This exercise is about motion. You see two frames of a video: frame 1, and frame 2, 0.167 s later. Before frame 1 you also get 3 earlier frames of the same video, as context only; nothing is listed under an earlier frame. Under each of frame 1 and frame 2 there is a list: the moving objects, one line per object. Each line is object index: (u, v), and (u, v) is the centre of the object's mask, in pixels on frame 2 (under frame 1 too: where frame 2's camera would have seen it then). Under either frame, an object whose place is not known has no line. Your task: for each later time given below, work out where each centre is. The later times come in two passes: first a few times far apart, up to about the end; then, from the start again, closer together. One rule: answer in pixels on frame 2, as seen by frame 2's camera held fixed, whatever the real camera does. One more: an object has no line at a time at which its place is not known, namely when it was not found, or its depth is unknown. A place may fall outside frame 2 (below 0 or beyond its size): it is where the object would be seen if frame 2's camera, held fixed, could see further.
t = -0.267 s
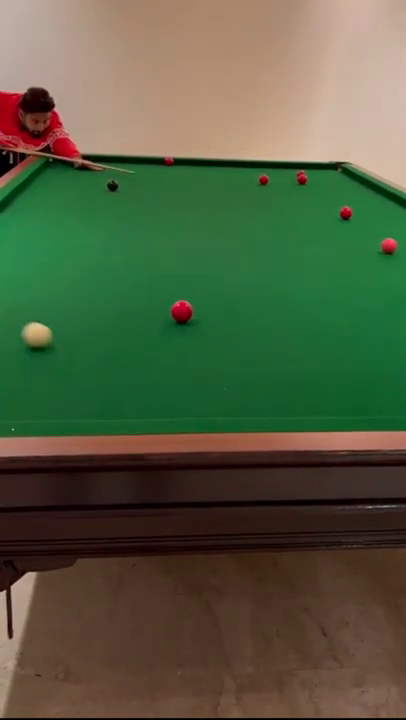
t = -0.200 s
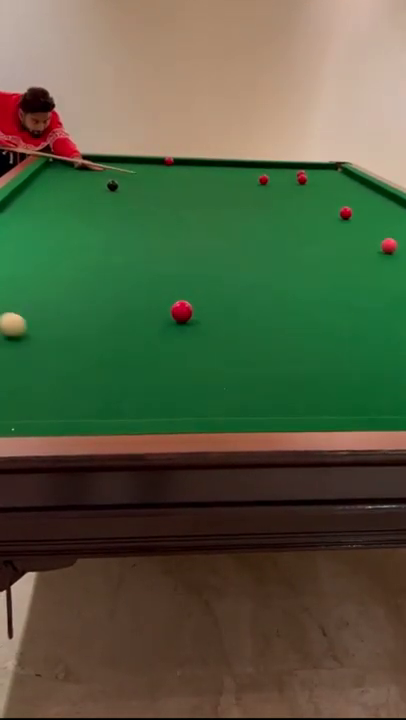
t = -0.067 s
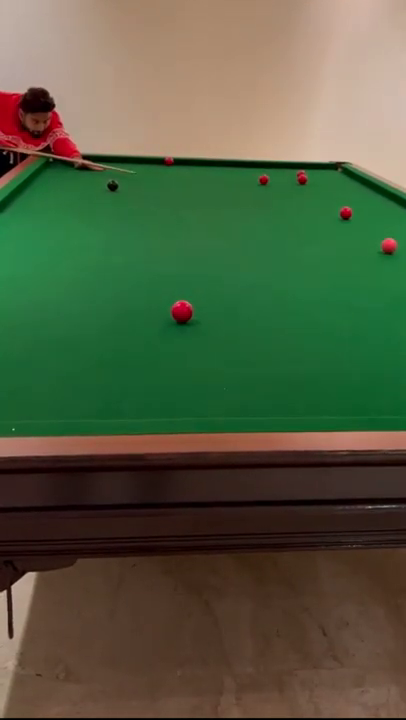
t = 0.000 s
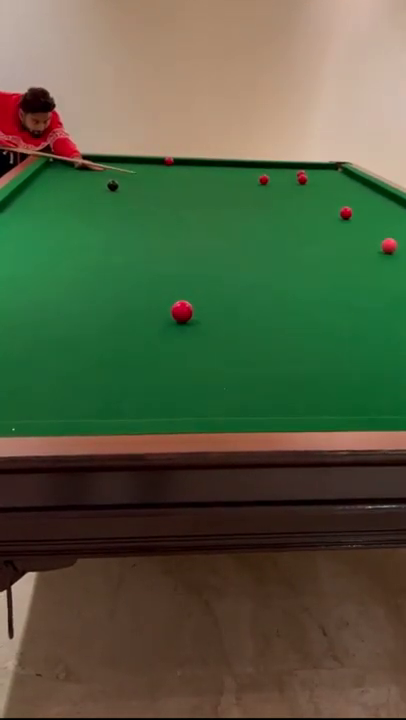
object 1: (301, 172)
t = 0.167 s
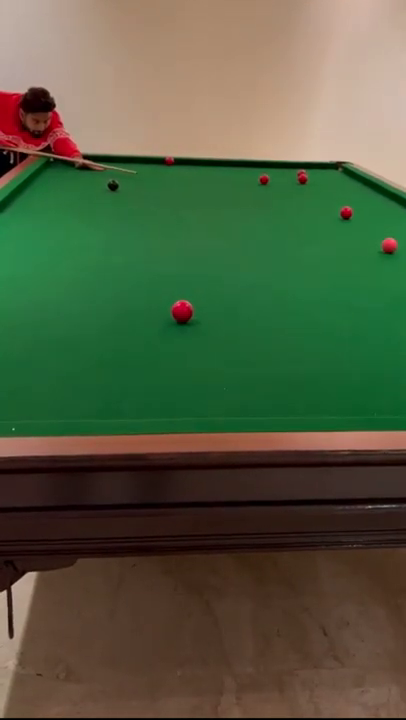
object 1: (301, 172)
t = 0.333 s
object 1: (301, 173)
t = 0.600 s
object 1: (301, 172)
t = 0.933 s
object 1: (301, 172)
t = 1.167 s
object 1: (301, 172)
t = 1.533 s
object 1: (301, 172)
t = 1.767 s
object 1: (301, 172)
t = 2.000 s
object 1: (301, 172)
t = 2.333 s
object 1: (301, 173)
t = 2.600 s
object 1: (301, 172)
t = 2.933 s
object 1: (301, 173)
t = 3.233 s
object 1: (305, 172)
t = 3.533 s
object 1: (314, 172)
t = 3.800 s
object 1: (320, 170)
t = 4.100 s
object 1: (327, 168)
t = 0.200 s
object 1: (301, 172)
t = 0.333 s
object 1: (301, 173)
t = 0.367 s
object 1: (301, 173)
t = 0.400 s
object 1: (301, 172)
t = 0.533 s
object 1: (301, 172)
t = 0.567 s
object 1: (301, 172)
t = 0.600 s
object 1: (301, 172)
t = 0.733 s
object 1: (301, 172)
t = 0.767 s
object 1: (301, 172)
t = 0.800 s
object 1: (301, 172)
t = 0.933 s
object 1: (301, 172)
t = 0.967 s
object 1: (301, 172)
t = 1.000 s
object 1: (301, 172)
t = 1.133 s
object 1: (301, 172)
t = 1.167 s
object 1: (301, 172)
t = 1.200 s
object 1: (301, 172)
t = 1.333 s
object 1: (301, 172)
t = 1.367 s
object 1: (301, 172)
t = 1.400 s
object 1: (300, 172)
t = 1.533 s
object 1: (301, 172)
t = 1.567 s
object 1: (301, 172)
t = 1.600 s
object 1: (300, 172)
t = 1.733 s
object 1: (301, 172)
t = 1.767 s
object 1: (301, 172)
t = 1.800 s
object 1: (301, 172)
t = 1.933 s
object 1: (301, 172)
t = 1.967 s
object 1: (301, 172)
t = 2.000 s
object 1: (301, 172)
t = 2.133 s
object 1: (301, 172)
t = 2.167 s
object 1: (301, 172)
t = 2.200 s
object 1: (301, 172)
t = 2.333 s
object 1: (301, 173)
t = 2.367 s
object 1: (301, 173)
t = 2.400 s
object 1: (301, 173)
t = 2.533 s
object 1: (300, 173)
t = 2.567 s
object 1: (300, 172)
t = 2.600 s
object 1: (301, 172)
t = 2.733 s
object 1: (300, 172)
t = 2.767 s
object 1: (301, 173)
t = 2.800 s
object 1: (301, 173)
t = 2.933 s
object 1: (301, 173)
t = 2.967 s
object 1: (301, 173)
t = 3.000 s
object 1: (301, 173)
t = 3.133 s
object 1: (303, 172)
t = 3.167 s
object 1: (303, 172)
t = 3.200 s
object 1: (304, 172)
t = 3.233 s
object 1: (305, 172)
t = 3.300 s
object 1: (307, 172)
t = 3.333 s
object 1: (308, 172)
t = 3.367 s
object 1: (308, 172)
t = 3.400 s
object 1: (309, 172)
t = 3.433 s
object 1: (310, 172)
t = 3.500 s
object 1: (312, 172)
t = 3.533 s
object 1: (314, 172)
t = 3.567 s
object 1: (314, 171)
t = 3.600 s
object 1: (315, 171)
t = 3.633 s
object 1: (316, 171)
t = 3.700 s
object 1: (318, 171)
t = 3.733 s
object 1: (319, 170)
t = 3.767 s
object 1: (319, 170)
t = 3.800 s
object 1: (320, 170)
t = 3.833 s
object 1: (320, 170)
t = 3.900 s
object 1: (322, 170)
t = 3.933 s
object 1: (323, 169)
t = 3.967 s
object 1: (324, 169)
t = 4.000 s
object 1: (324, 169)
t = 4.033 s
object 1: (325, 169)
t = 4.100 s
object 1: (327, 168)
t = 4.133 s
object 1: (327, 168)
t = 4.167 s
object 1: (328, 168)
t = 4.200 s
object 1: (329, 168)
